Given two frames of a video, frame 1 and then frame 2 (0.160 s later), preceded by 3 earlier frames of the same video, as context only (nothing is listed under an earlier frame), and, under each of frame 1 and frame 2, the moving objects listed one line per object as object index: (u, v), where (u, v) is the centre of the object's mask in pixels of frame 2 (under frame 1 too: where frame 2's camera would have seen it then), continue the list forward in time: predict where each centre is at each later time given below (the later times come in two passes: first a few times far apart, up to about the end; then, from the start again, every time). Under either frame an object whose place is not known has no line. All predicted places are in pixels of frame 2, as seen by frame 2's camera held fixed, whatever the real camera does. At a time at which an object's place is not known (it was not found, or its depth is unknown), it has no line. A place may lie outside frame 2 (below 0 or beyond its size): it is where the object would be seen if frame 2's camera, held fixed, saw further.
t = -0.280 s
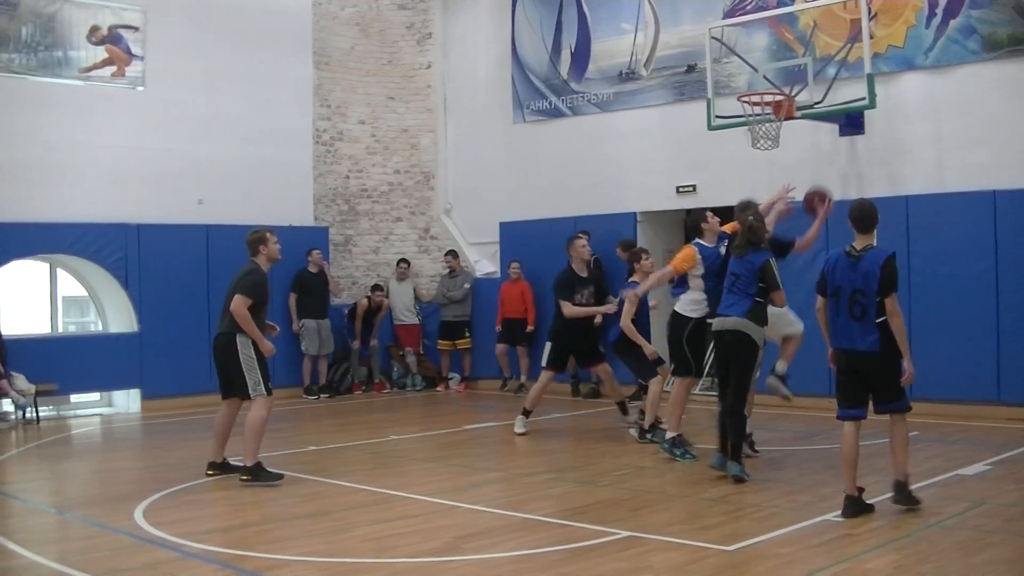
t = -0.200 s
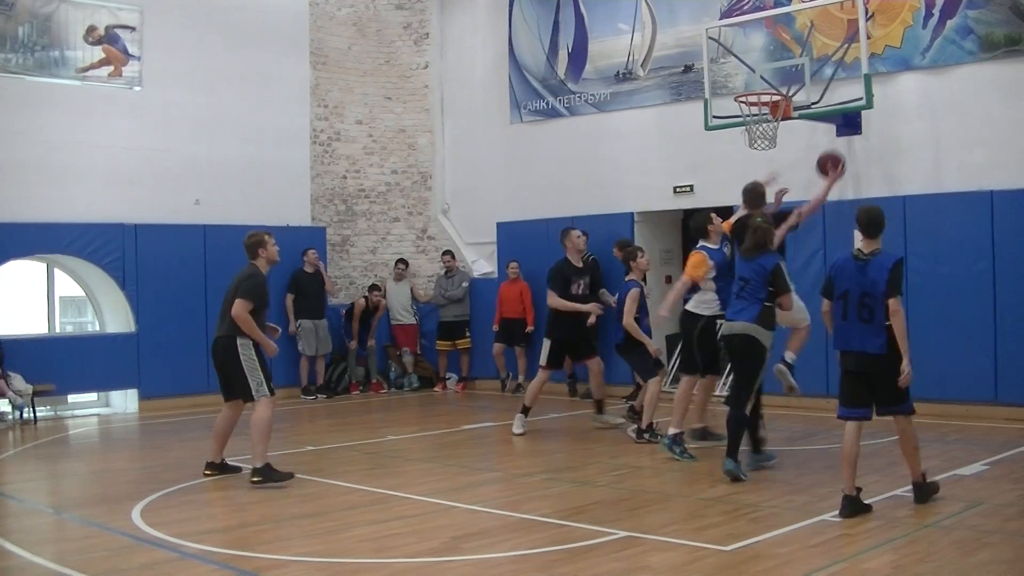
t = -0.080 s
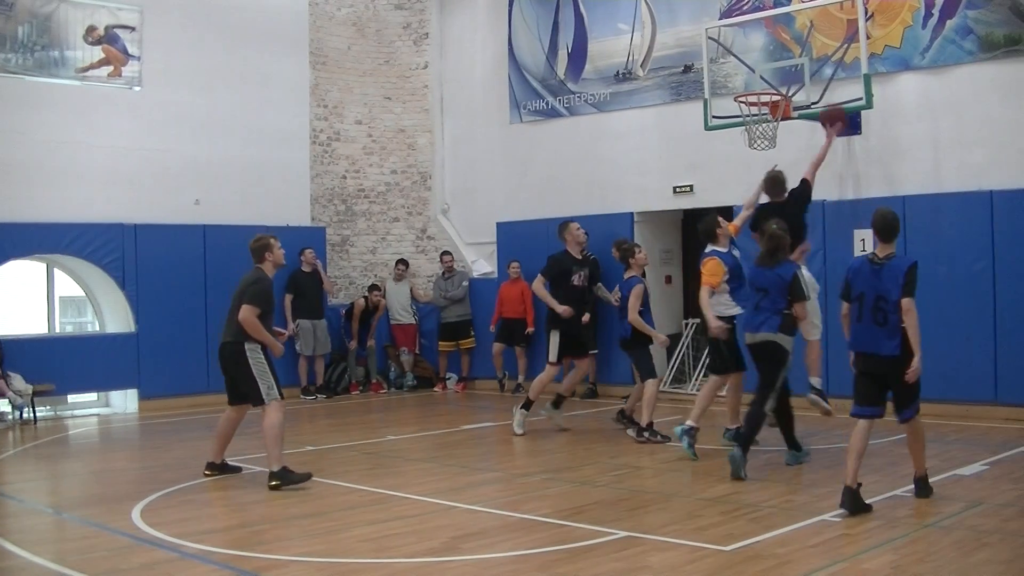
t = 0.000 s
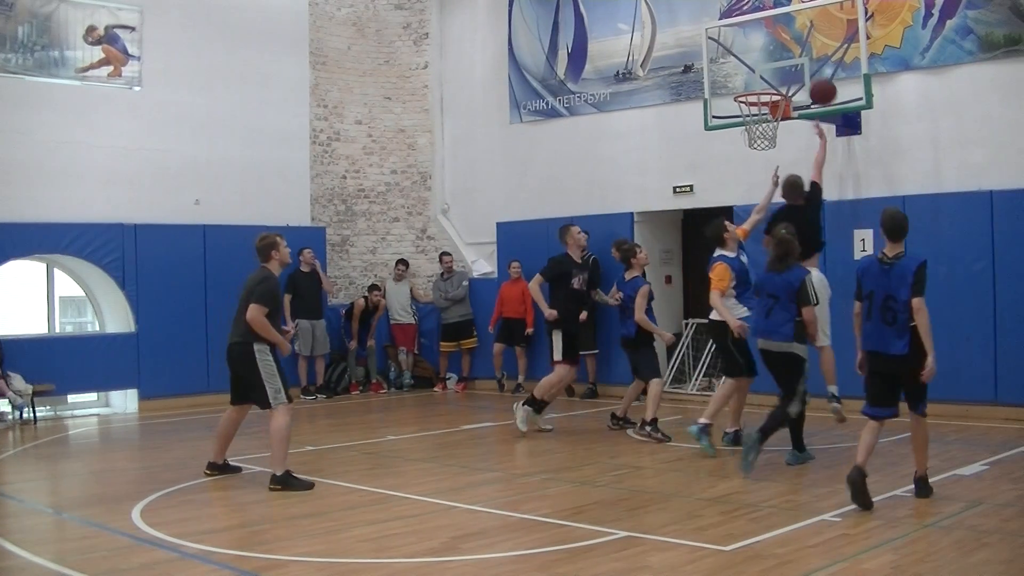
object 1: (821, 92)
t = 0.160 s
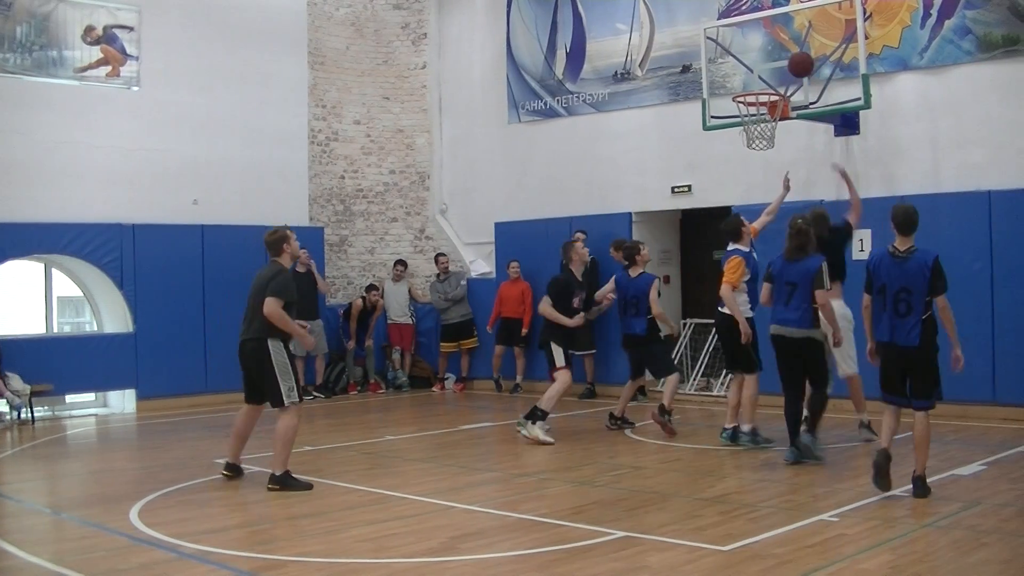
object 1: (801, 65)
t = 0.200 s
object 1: (796, 62)
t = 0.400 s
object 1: (769, 69)
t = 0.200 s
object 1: (796, 62)
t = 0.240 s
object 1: (792, 61)
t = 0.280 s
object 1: (788, 63)
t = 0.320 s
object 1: (784, 65)
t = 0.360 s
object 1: (778, 67)
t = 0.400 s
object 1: (769, 69)
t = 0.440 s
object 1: (760, 73)
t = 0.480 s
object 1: (751, 78)
